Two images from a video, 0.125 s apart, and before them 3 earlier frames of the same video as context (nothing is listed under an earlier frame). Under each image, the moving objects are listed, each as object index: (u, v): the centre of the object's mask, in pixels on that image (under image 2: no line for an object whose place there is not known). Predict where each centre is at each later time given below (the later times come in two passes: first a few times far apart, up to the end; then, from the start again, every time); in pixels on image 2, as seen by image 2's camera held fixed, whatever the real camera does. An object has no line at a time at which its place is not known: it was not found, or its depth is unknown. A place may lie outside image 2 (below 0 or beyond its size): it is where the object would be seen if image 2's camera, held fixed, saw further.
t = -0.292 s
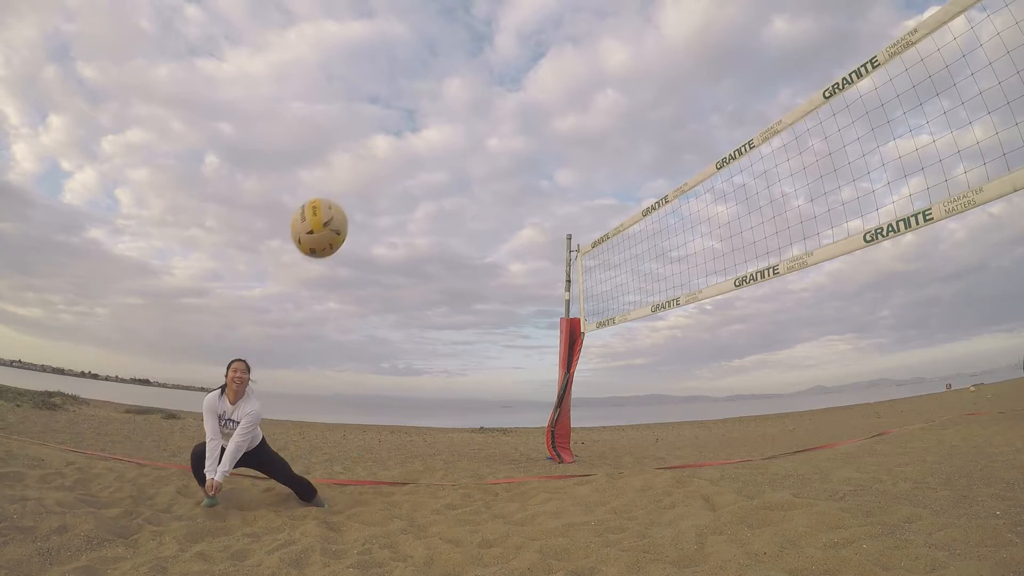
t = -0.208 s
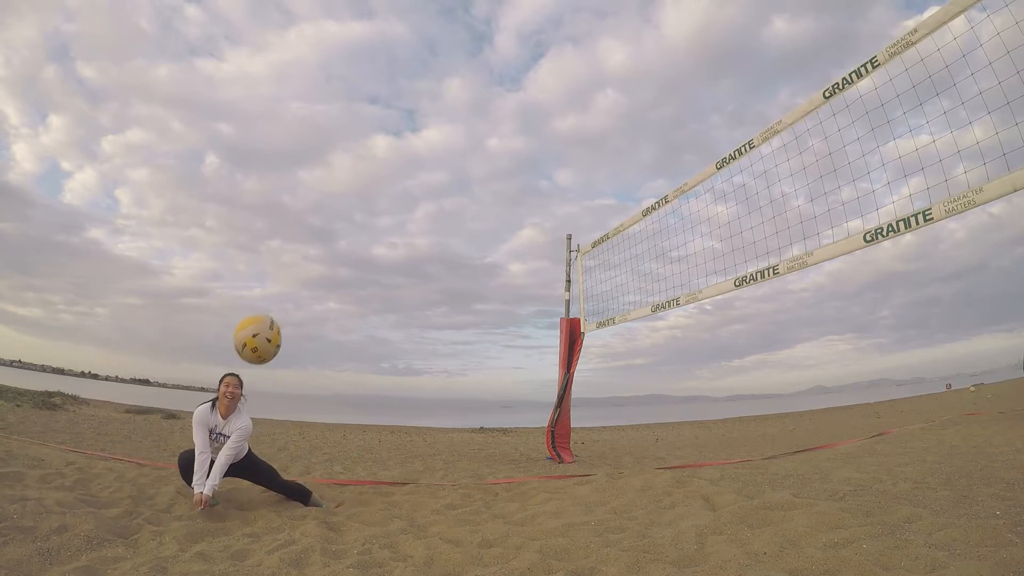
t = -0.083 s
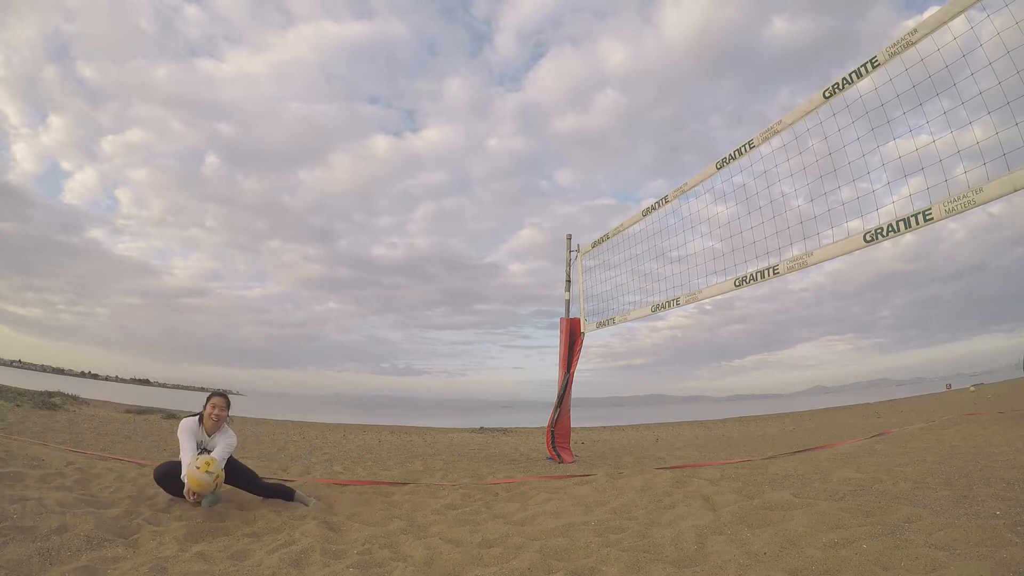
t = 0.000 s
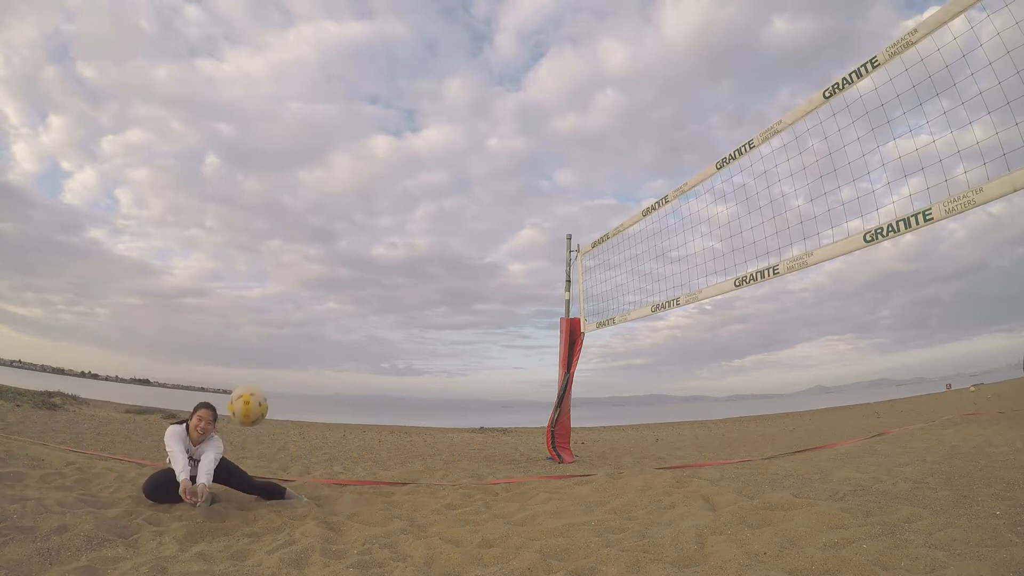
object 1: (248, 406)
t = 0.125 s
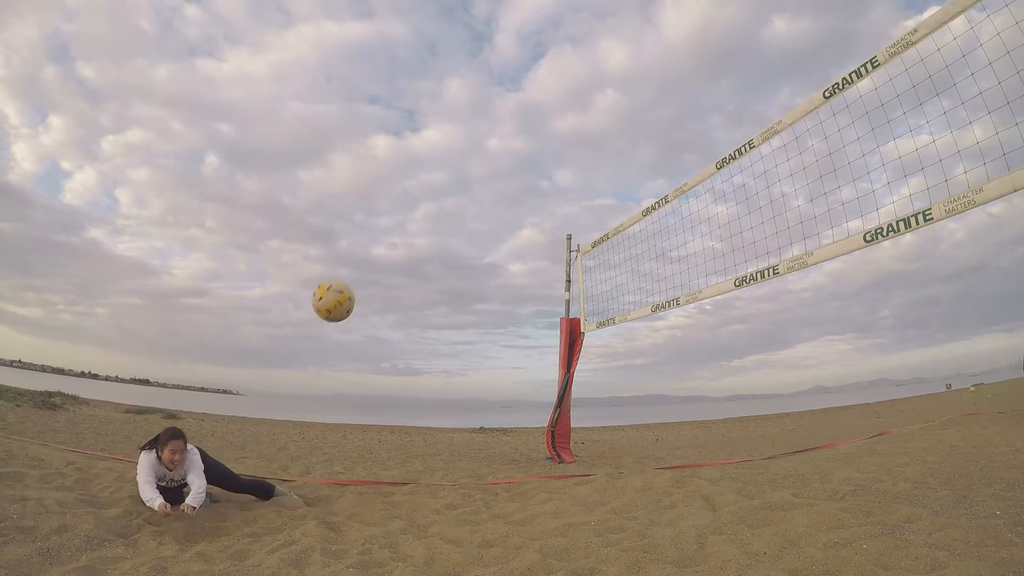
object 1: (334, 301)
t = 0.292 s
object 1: (465, 193)
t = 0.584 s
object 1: (697, 131)
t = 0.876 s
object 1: (904, 215)
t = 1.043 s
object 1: (938, 246)
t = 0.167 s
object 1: (365, 269)
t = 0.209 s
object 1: (398, 241)
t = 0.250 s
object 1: (432, 215)
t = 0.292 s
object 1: (465, 193)
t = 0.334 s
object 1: (499, 174)
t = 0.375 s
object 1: (532, 158)
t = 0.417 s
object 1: (566, 147)
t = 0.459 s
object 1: (599, 138)
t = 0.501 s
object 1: (632, 132)
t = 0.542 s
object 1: (665, 130)
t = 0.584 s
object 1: (697, 131)
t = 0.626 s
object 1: (729, 135)
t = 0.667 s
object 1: (762, 143)
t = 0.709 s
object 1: (794, 153)
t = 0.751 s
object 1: (826, 166)
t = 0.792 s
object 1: (857, 183)
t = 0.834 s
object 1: (889, 203)
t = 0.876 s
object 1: (904, 215)
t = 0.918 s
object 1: (911, 218)
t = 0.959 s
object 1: (919, 224)
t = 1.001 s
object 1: (928, 233)
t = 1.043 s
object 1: (938, 246)
